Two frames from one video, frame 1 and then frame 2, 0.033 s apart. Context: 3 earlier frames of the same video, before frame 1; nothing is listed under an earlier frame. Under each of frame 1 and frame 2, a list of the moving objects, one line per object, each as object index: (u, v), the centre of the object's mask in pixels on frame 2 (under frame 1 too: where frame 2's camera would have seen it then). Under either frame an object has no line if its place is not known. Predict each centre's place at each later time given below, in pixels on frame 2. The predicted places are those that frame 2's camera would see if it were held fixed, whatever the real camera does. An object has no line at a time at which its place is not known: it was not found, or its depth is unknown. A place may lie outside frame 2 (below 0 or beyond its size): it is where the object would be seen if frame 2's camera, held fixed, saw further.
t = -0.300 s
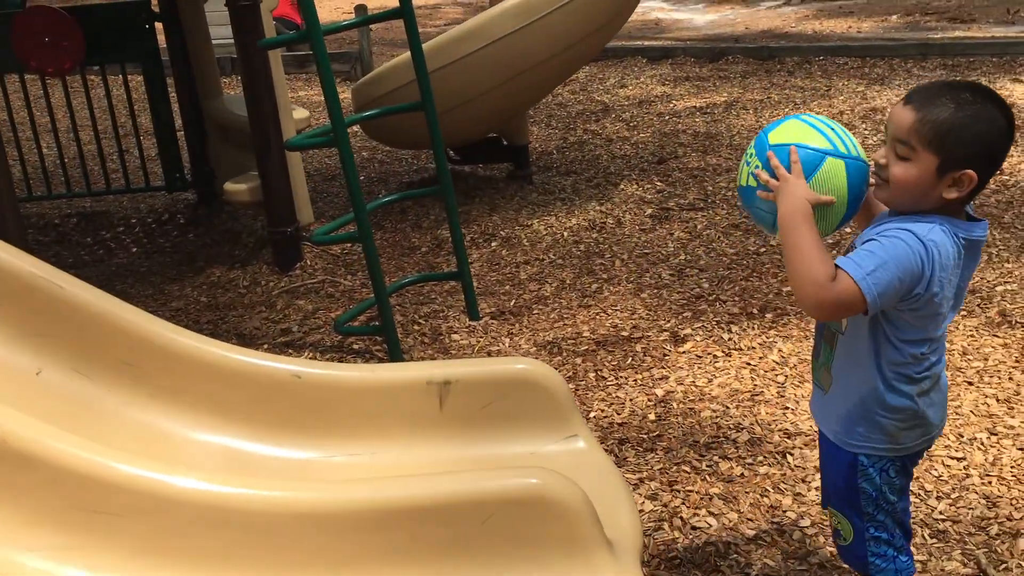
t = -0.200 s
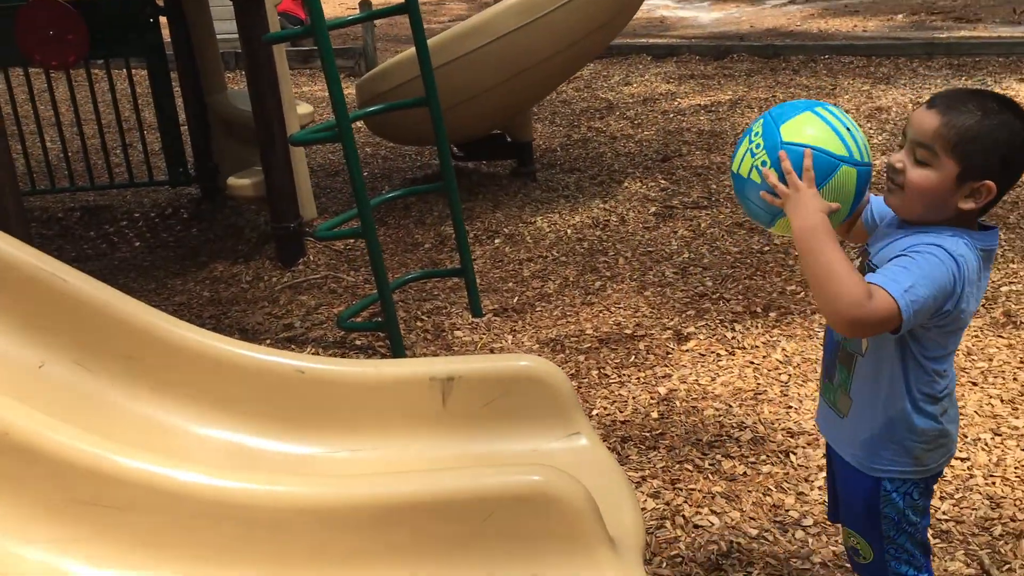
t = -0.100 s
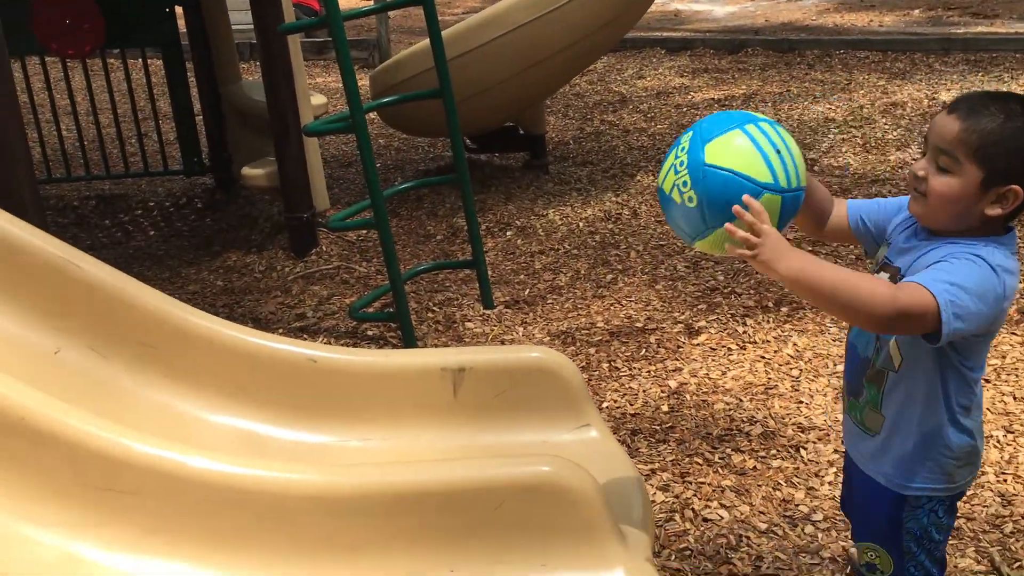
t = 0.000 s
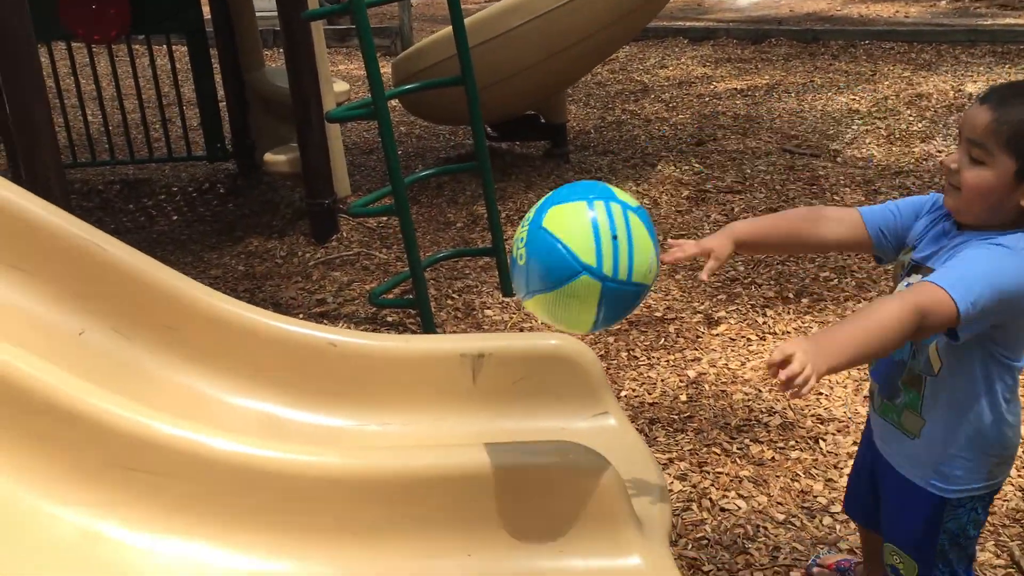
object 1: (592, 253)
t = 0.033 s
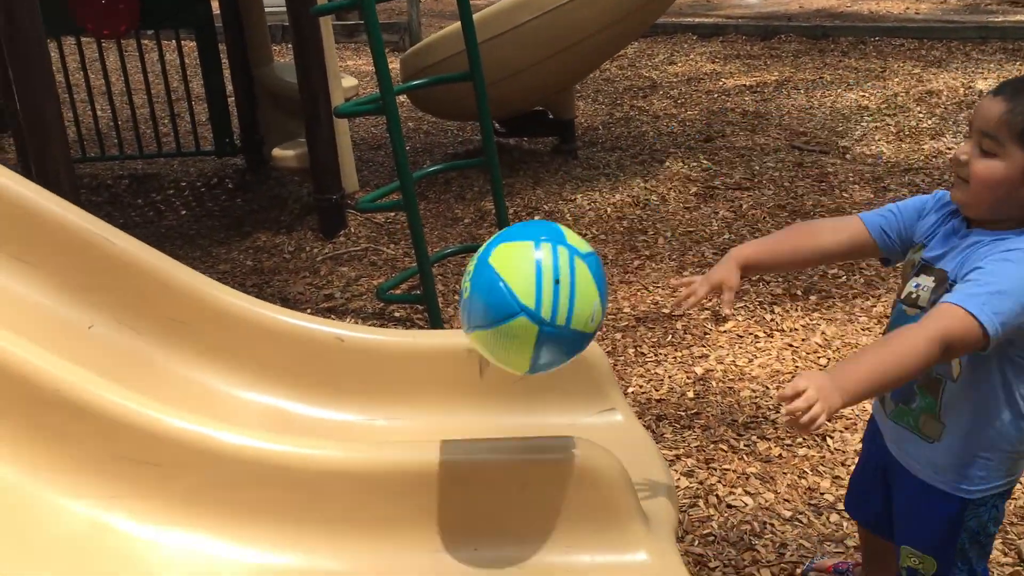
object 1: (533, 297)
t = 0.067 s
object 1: (474, 349)
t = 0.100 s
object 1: (415, 409)
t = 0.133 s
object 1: (357, 477)
